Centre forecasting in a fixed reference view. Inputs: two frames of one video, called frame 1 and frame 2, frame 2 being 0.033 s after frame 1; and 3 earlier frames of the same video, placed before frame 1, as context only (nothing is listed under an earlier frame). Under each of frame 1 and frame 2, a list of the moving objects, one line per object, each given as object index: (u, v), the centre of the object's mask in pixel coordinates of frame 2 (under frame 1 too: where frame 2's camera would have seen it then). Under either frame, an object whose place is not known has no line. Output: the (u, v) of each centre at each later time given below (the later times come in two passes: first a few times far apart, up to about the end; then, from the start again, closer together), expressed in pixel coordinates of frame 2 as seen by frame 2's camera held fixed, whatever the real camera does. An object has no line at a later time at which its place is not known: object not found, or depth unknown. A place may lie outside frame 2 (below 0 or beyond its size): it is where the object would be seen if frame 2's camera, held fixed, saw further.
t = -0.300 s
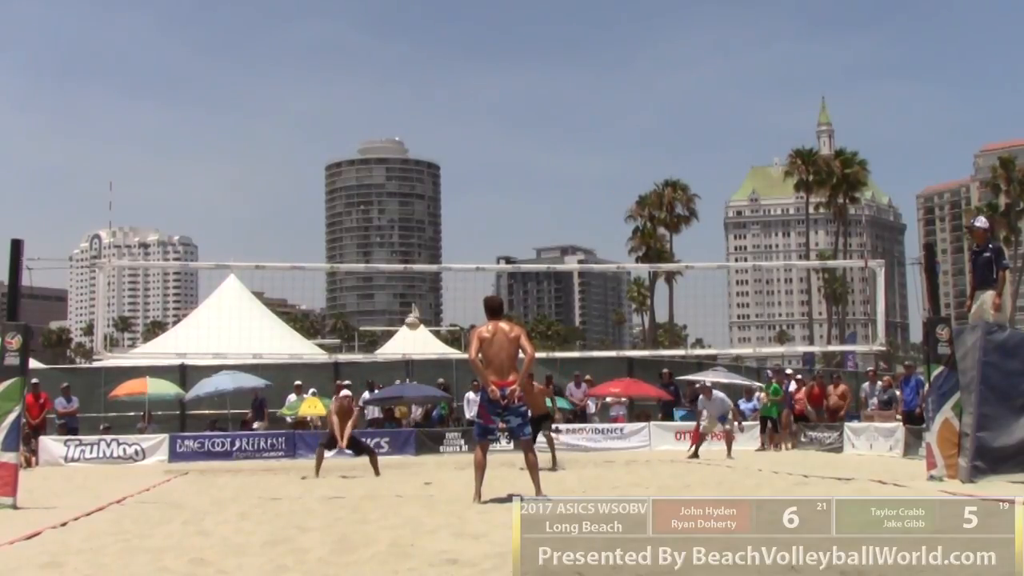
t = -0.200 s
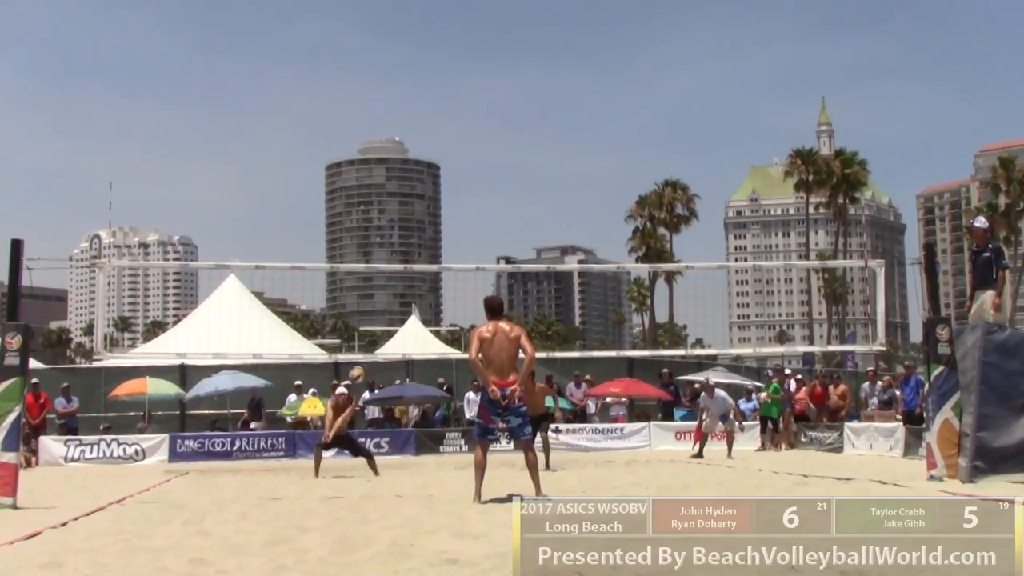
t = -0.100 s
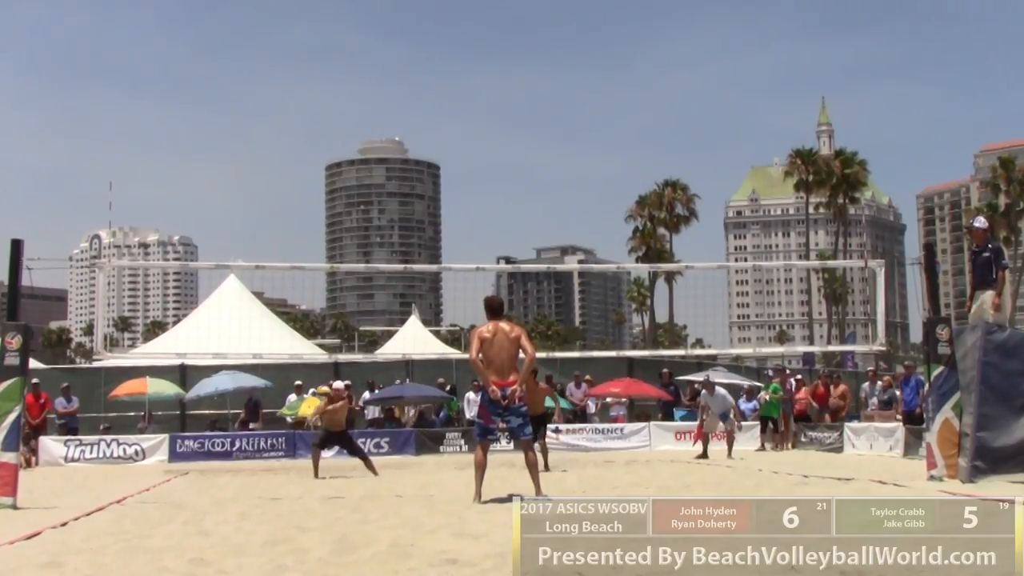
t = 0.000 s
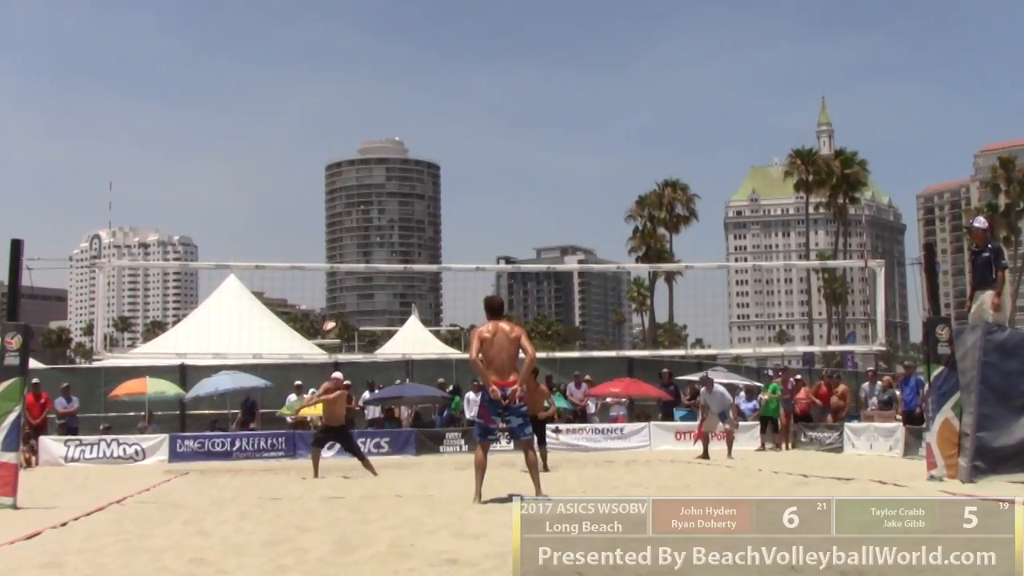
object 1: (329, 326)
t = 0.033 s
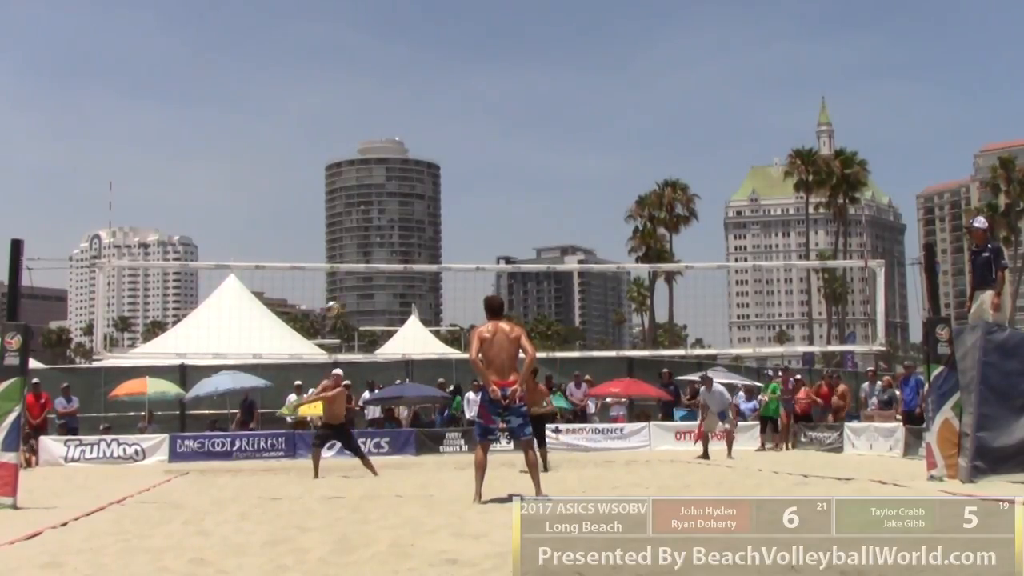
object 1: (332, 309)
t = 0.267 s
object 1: (354, 190)
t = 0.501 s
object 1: (379, 109)
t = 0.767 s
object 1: (411, 64)
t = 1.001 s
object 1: (442, 65)
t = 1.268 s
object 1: (483, 117)
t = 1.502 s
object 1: (524, 209)
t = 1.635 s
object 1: (551, 284)
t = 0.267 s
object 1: (354, 190)
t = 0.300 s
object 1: (358, 176)
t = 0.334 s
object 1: (362, 163)
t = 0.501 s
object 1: (379, 109)
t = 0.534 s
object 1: (383, 101)
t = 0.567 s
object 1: (387, 93)
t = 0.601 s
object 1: (391, 87)
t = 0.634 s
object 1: (395, 81)
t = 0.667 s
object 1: (399, 75)
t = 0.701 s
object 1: (403, 71)
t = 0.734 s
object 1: (407, 67)
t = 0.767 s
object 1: (411, 64)
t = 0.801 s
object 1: (415, 62)
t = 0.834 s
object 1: (419, 60)
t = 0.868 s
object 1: (423, 60)
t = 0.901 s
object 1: (428, 60)
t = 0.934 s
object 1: (433, 61)
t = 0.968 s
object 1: (437, 63)
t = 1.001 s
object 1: (442, 65)
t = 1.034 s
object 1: (446, 68)
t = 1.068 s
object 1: (451, 73)
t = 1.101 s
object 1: (456, 78)
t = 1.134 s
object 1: (461, 84)
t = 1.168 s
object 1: (467, 91)
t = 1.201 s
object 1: (472, 99)
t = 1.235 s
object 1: (477, 107)
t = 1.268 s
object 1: (483, 117)
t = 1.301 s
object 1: (488, 127)
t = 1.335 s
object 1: (494, 138)
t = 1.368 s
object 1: (500, 151)
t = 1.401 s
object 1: (506, 164)
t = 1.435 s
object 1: (512, 178)
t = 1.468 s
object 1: (518, 194)
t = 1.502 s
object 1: (524, 209)
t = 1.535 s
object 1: (531, 226)
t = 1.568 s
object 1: (537, 244)
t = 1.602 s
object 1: (545, 260)
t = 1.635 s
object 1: (551, 284)
